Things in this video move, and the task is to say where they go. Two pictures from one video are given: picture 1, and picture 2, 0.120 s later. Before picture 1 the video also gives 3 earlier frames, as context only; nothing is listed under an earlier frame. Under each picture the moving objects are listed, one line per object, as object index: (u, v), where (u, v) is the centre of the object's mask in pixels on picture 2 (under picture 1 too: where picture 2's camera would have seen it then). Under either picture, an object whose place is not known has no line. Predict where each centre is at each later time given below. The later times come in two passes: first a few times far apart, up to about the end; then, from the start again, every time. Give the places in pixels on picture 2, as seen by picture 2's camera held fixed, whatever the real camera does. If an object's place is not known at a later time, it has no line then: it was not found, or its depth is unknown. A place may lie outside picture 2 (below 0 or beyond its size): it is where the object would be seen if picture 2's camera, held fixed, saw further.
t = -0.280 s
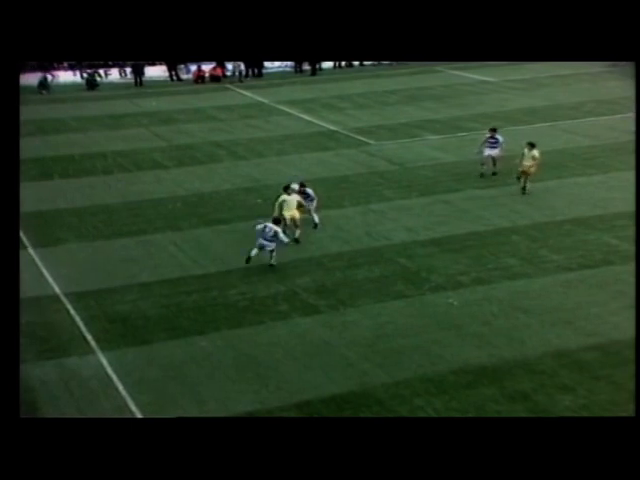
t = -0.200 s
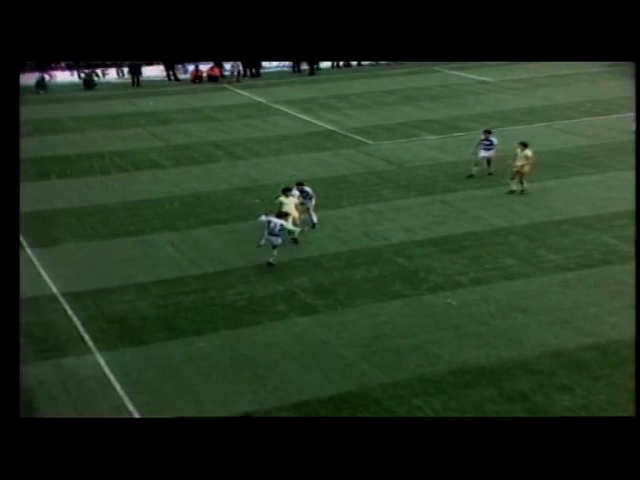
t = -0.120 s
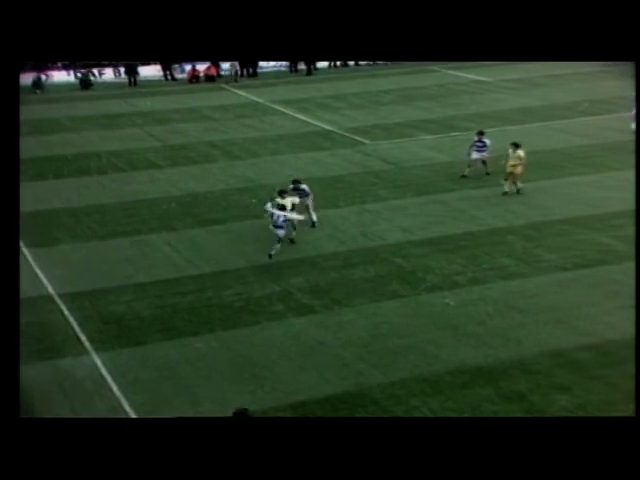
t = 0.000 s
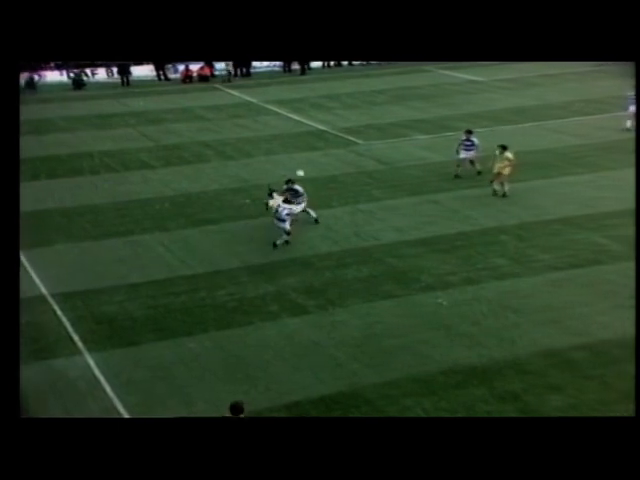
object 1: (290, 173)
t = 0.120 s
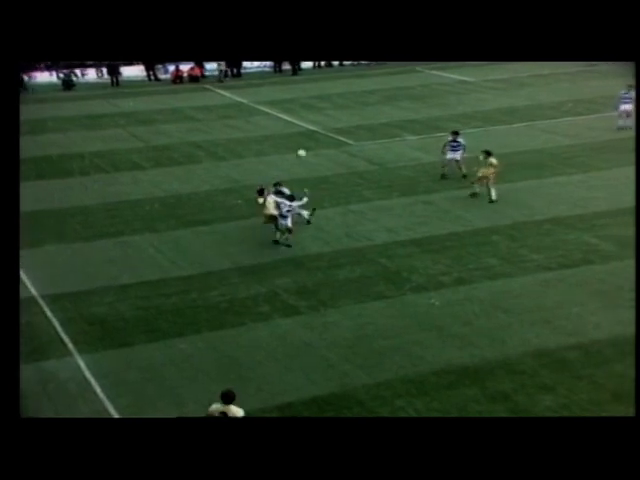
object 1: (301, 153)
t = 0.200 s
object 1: (309, 141)
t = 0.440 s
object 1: (329, 121)
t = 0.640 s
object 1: (343, 120)
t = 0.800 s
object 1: (354, 128)
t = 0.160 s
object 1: (305, 146)
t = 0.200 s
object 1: (309, 141)
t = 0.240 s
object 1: (312, 137)
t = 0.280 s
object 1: (315, 132)
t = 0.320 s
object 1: (319, 129)
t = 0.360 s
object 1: (322, 126)
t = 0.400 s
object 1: (325, 123)
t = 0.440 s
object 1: (329, 121)
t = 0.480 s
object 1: (332, 120)
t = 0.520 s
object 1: (335, 119)
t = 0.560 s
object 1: (337, 119)
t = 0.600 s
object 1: (341, 119)
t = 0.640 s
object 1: (343, 120)
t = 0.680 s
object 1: (346, 121)
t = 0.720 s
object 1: (349, 123)
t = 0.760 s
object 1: (352, 125)
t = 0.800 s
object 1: (354, 128)
